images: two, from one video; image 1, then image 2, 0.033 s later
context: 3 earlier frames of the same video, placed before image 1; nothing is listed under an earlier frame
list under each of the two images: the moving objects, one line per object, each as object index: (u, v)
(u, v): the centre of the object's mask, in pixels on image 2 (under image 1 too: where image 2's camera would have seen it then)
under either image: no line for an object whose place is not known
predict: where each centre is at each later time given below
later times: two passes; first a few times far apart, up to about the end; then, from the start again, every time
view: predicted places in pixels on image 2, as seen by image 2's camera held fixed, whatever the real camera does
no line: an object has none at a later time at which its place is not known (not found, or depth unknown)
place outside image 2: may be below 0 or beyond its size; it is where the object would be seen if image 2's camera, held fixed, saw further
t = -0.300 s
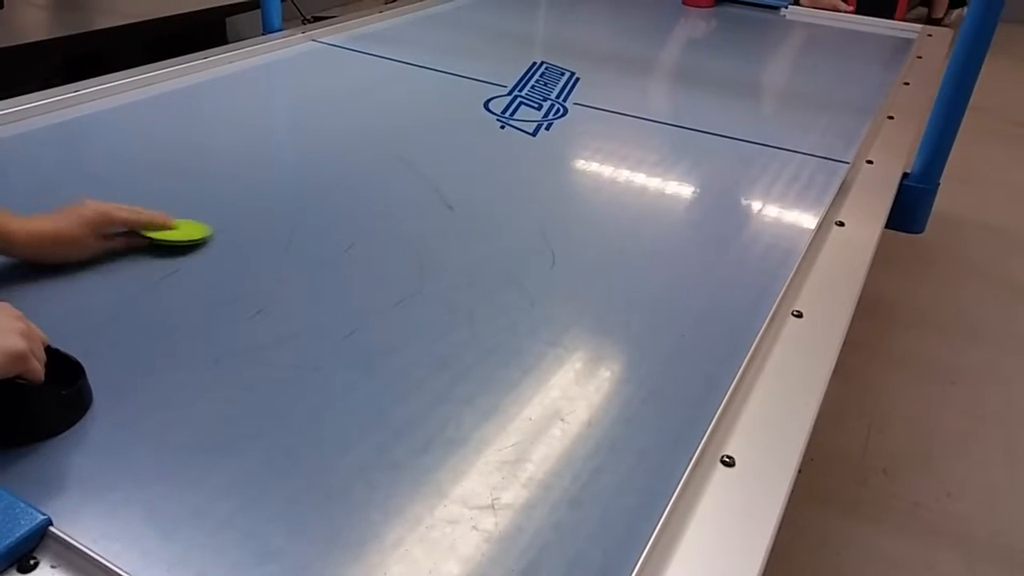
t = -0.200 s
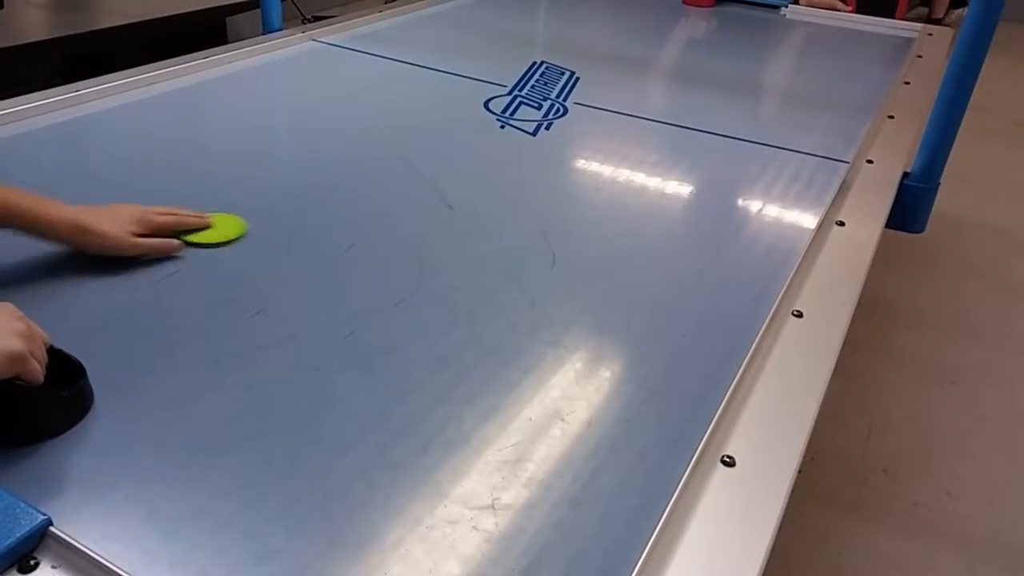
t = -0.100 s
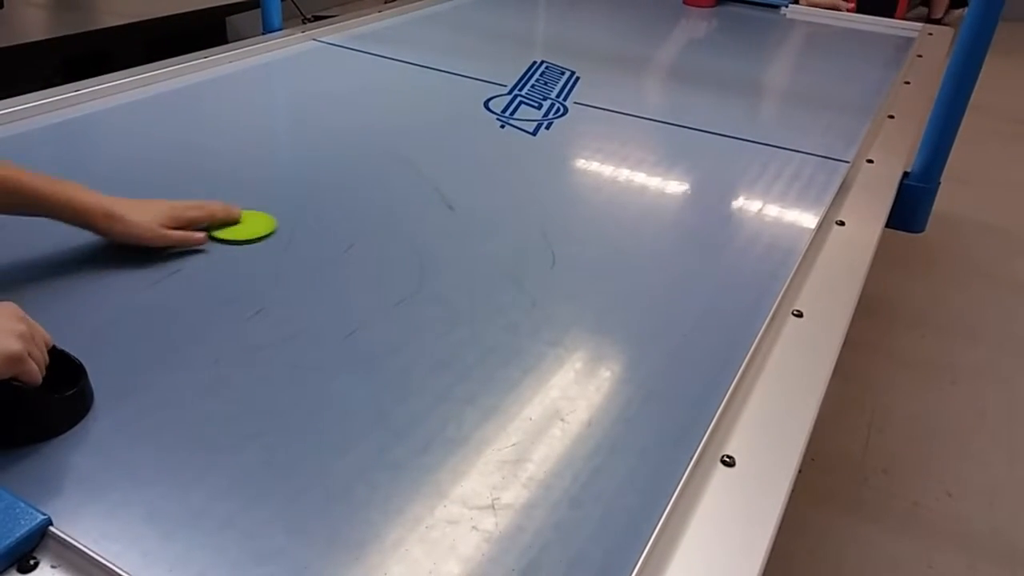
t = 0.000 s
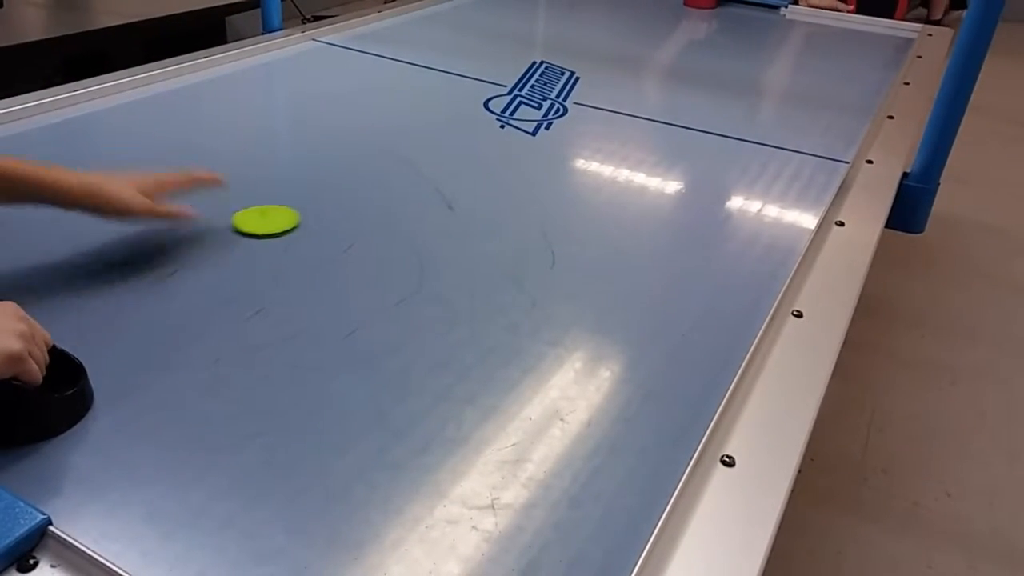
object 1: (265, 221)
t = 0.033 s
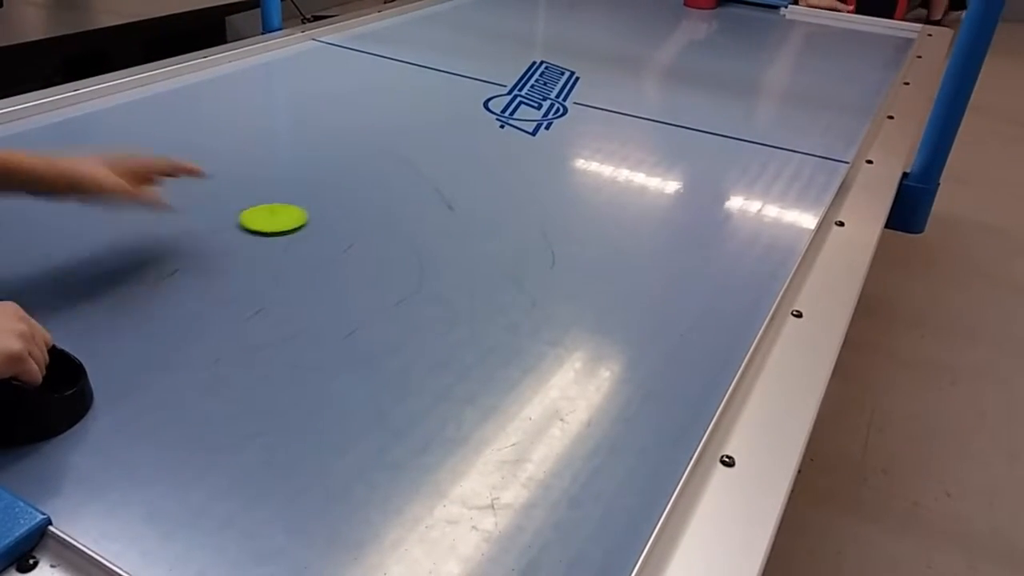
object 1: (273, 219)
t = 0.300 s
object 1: (339, 203)
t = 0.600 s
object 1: (411, 185)
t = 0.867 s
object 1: (472, 169)
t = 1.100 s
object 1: (523, 155)
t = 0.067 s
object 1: (281, 217)
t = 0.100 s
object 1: (289, 215)
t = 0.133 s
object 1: (298, 213)
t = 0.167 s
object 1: (305, 211)
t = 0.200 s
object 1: (314, 209)
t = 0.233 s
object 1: (322, 207)
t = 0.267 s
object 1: (330, 205)
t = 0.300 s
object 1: (339, 203)
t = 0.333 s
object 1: (346, 201)
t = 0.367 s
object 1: (355, 200)
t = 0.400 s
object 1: (363, 197)
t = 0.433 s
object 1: (371, 195)
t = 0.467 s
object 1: (379, 194)
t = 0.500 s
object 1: (387, 191)
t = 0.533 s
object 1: (395, 189)
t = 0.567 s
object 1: (403, 187)
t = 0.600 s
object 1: (411, 185)
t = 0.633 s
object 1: (419, 183)
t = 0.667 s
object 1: (426, 181)
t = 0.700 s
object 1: (434, 179)
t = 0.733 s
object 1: (442, 177)
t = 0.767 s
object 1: (450, 175)
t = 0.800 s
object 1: (457, 173)
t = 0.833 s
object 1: (465, 171)
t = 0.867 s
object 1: (472, 169)
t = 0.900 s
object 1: (480, 167)
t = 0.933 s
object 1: (487, 165)
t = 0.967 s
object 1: (494, 163)
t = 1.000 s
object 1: (501, 161)
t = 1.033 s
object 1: (508, 159)
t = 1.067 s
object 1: (516, 157)
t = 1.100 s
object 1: (523, 155)
